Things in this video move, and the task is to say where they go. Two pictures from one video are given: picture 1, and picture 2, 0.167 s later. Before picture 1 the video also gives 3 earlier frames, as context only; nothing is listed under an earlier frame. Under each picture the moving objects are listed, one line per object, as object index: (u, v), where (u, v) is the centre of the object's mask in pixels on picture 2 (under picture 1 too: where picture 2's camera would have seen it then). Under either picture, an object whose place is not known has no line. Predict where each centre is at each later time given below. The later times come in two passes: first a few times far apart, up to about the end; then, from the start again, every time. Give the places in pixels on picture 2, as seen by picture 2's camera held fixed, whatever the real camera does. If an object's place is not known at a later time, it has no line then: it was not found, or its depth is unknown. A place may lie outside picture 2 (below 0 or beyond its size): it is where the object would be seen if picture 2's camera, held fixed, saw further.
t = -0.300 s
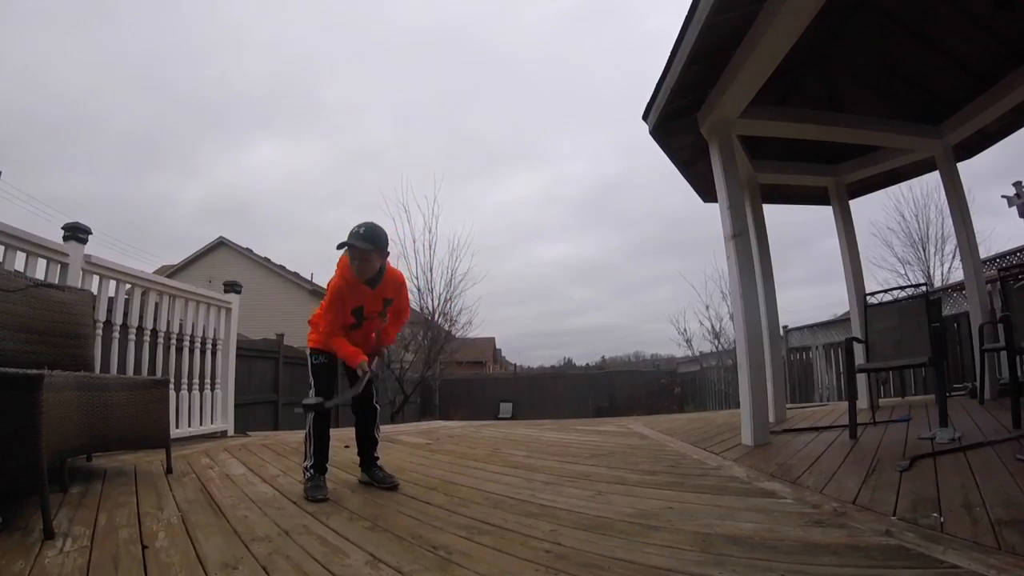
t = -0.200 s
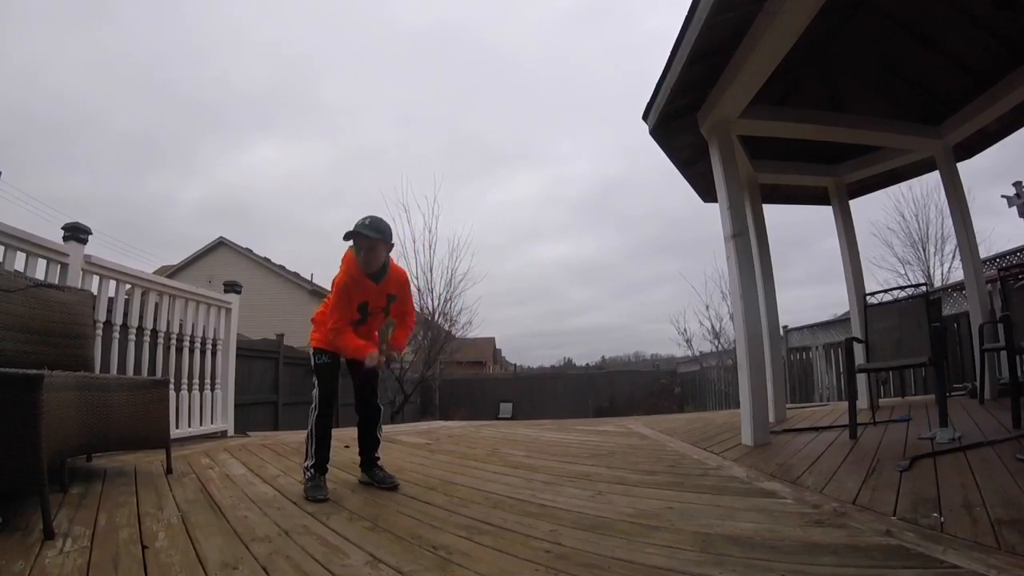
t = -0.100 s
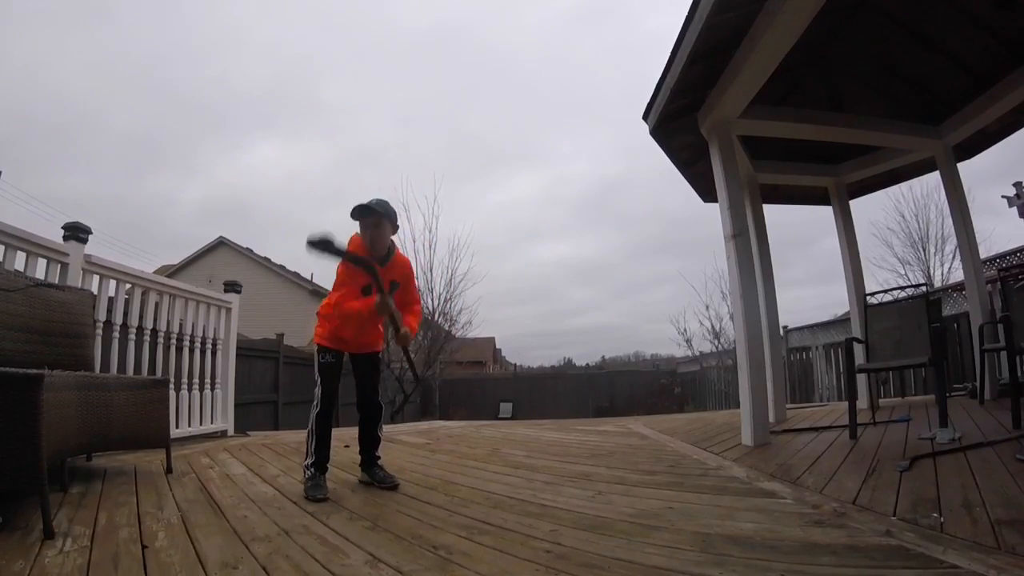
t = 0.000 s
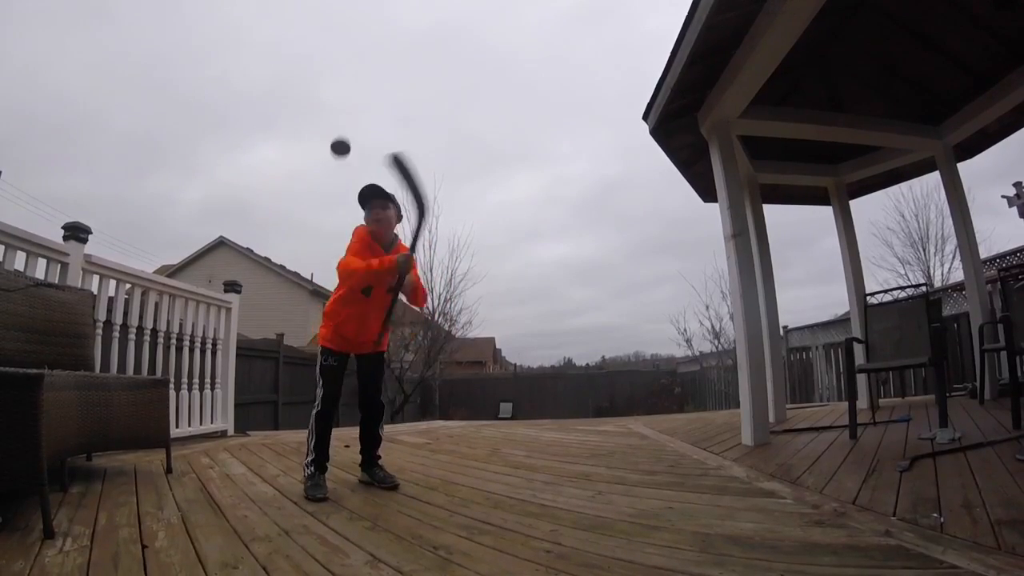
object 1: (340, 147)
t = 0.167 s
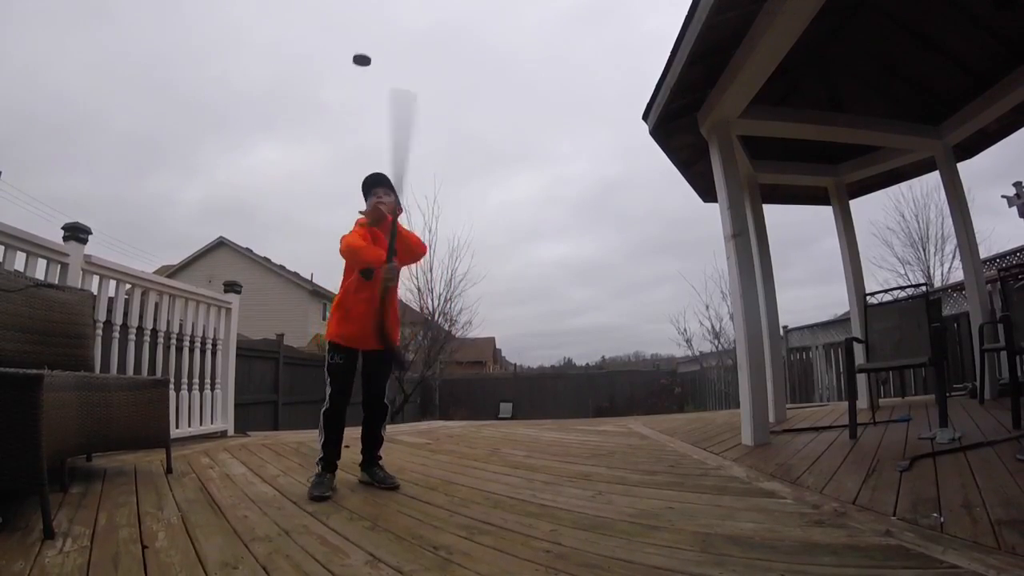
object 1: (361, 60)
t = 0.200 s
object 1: (365, 50)
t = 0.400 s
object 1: (377, 39)
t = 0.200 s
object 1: (365, 50)
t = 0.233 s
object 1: (368, 43)
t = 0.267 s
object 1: (370, 39)
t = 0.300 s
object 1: (372, 36)
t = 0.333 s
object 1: (375, 34)
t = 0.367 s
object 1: (376, 36)
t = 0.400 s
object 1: (377, 39)
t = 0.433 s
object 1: (379, 43)
